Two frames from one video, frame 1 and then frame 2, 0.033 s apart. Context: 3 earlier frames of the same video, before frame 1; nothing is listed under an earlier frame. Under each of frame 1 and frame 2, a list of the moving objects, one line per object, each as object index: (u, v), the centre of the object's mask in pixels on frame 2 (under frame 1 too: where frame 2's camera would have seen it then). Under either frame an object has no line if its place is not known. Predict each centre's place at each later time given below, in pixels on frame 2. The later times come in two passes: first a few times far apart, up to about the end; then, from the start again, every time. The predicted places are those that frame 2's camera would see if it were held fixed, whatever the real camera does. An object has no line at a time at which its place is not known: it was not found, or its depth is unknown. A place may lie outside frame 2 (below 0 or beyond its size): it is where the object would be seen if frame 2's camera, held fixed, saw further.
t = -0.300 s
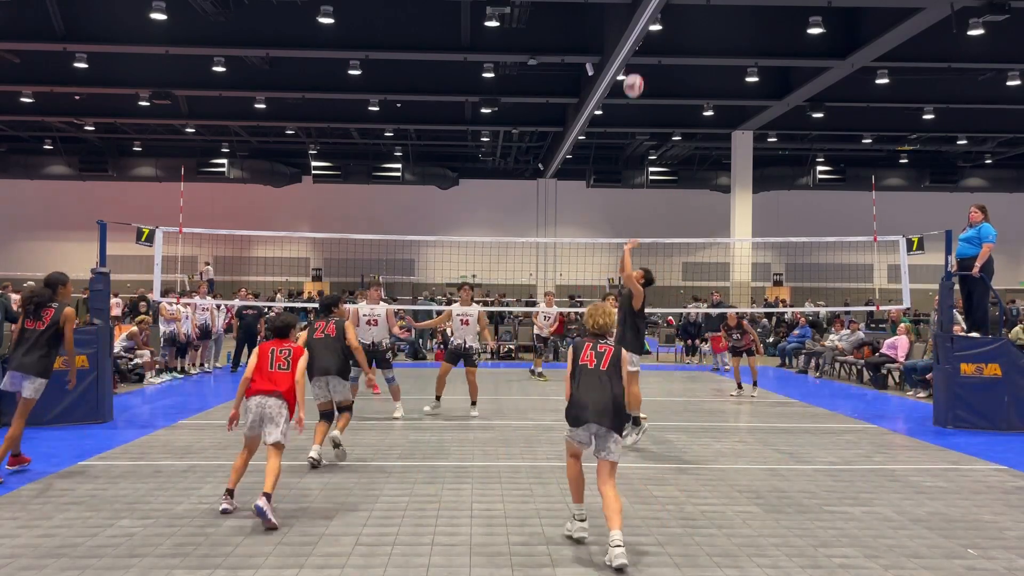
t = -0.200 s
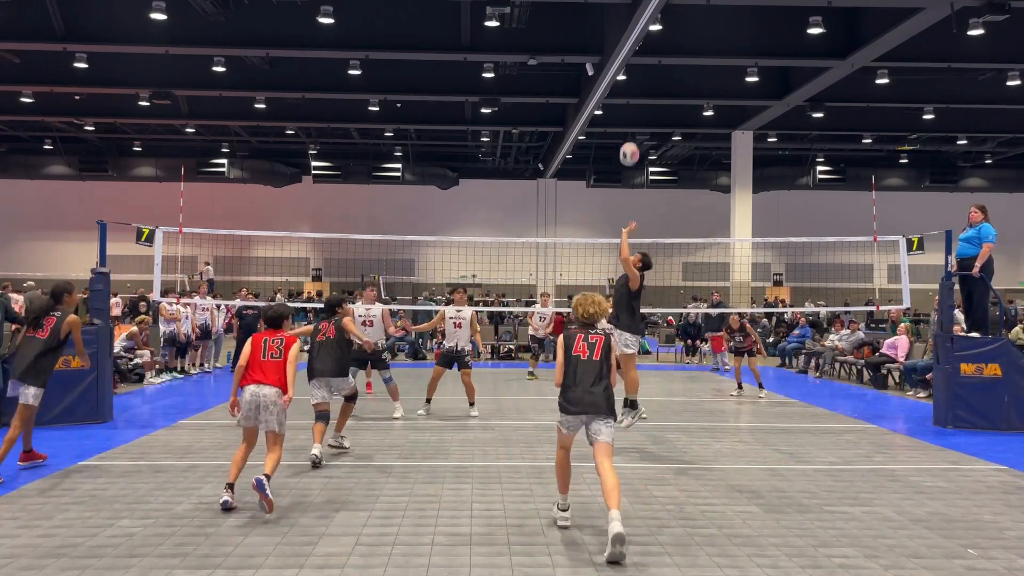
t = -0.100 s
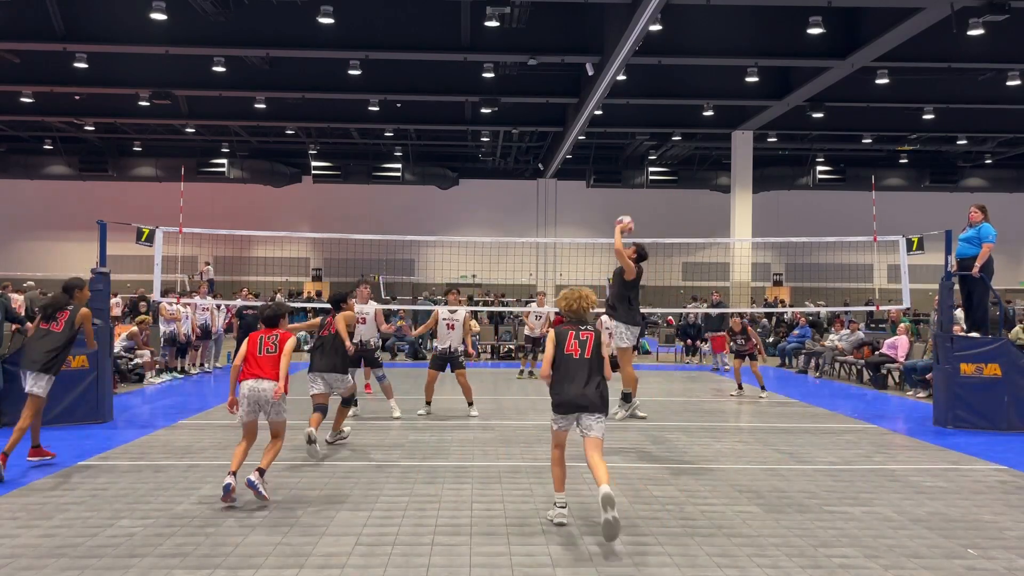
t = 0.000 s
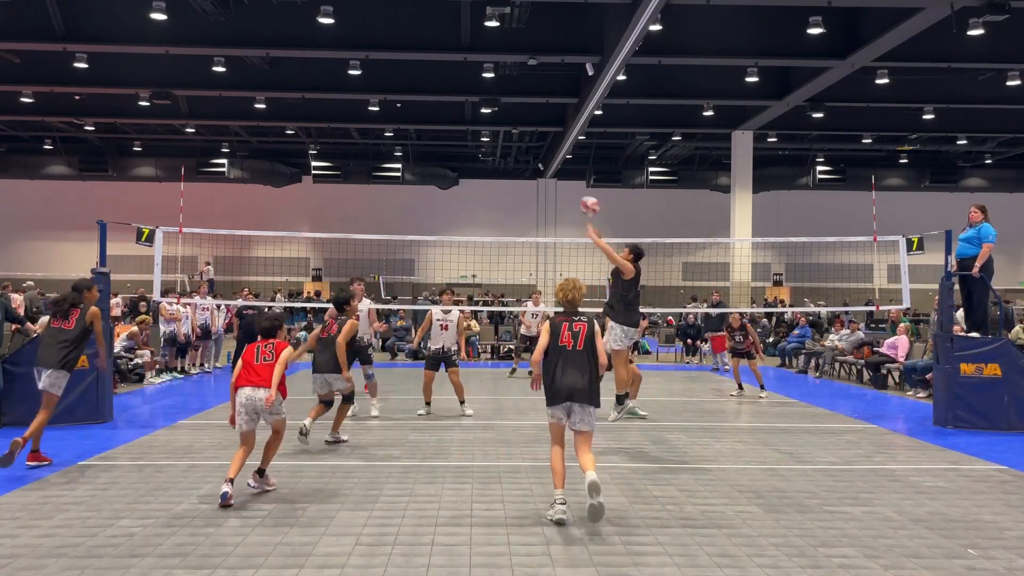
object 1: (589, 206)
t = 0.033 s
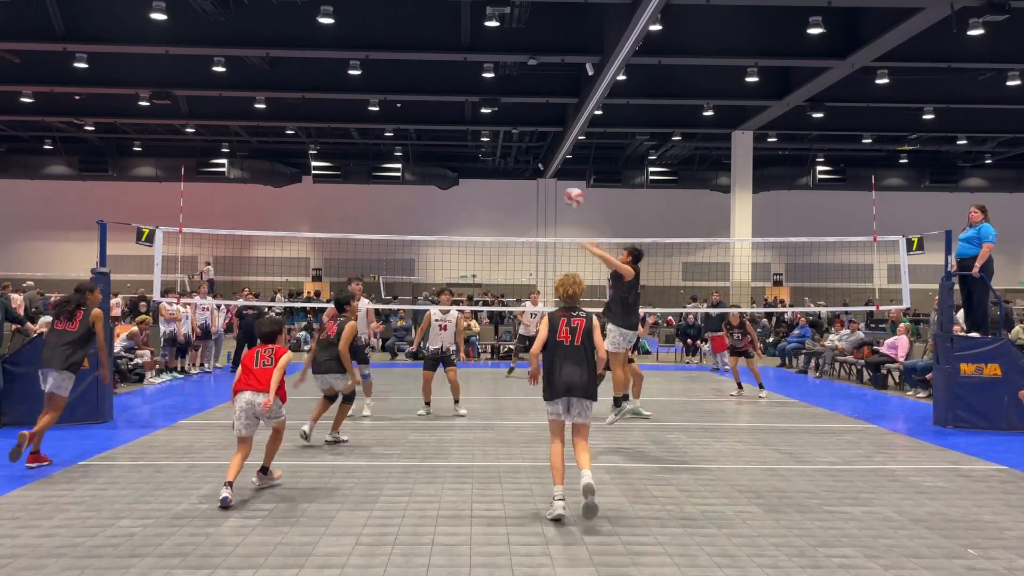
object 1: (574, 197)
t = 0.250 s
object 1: (479, 165)
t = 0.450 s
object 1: (399, 171)
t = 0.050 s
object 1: (567, 193)
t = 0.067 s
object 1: (559, 189)
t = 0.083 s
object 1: (551, 186)
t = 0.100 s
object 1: (544, 182)
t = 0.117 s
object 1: (536, 179)
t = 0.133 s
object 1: (529, 177)
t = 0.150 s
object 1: (521, 174)
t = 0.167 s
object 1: (514, 172)
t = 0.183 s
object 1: (507, 170)
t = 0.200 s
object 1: (500, 169)
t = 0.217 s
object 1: (493, 167)
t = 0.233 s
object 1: (486, 166)
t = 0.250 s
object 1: (479, 165)
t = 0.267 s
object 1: (472, 164)
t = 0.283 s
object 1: (465, 164)
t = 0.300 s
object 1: (458, 164)
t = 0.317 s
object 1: (452, 164)
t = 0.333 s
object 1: (445, 164)
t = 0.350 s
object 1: (438, 164)
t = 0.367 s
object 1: (432, 165)
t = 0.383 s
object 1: (425, 165)
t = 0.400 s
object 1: (418, 166)
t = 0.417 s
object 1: (411, 168)
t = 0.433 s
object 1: (406, 169)
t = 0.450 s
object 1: (399, 171)
